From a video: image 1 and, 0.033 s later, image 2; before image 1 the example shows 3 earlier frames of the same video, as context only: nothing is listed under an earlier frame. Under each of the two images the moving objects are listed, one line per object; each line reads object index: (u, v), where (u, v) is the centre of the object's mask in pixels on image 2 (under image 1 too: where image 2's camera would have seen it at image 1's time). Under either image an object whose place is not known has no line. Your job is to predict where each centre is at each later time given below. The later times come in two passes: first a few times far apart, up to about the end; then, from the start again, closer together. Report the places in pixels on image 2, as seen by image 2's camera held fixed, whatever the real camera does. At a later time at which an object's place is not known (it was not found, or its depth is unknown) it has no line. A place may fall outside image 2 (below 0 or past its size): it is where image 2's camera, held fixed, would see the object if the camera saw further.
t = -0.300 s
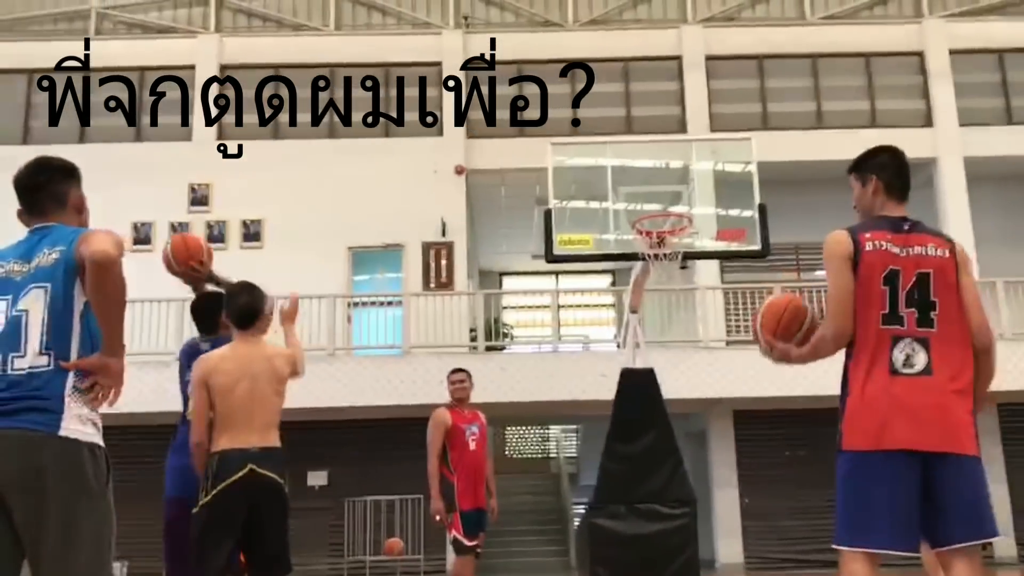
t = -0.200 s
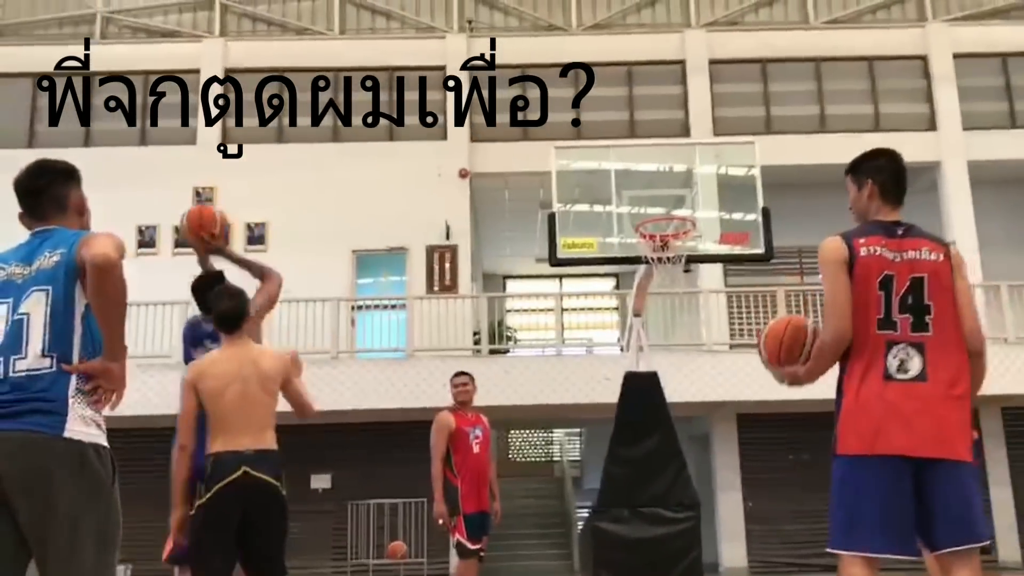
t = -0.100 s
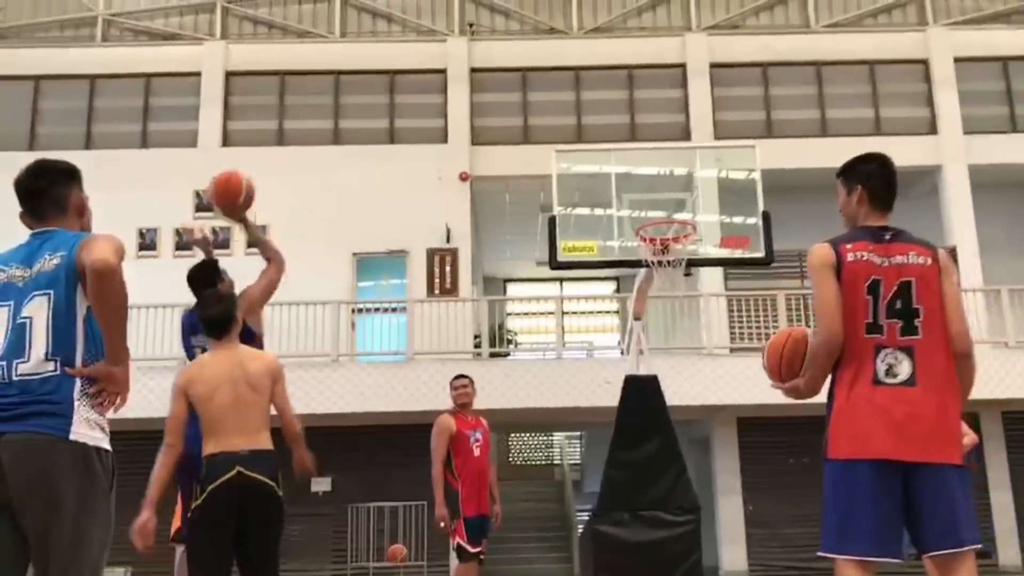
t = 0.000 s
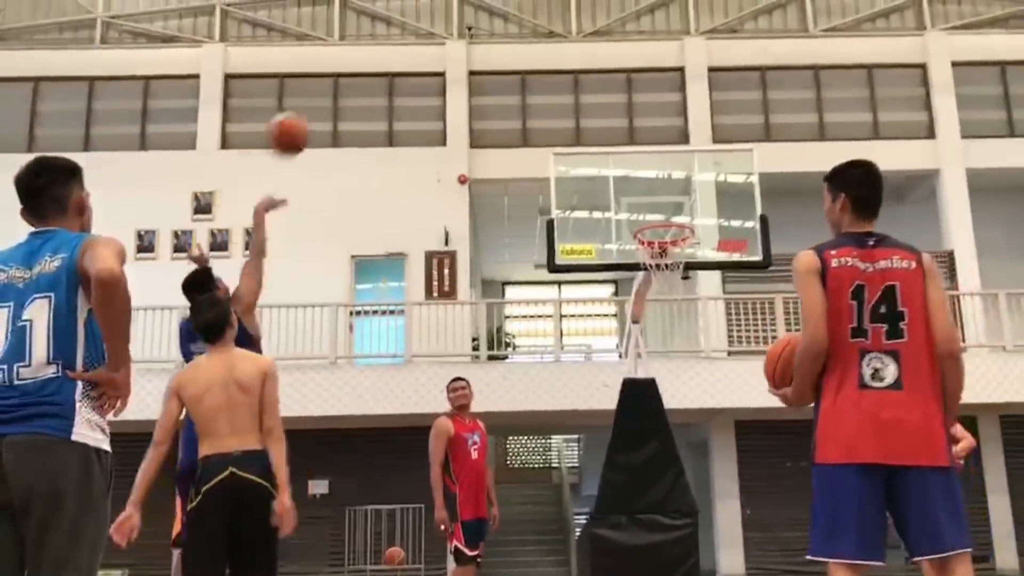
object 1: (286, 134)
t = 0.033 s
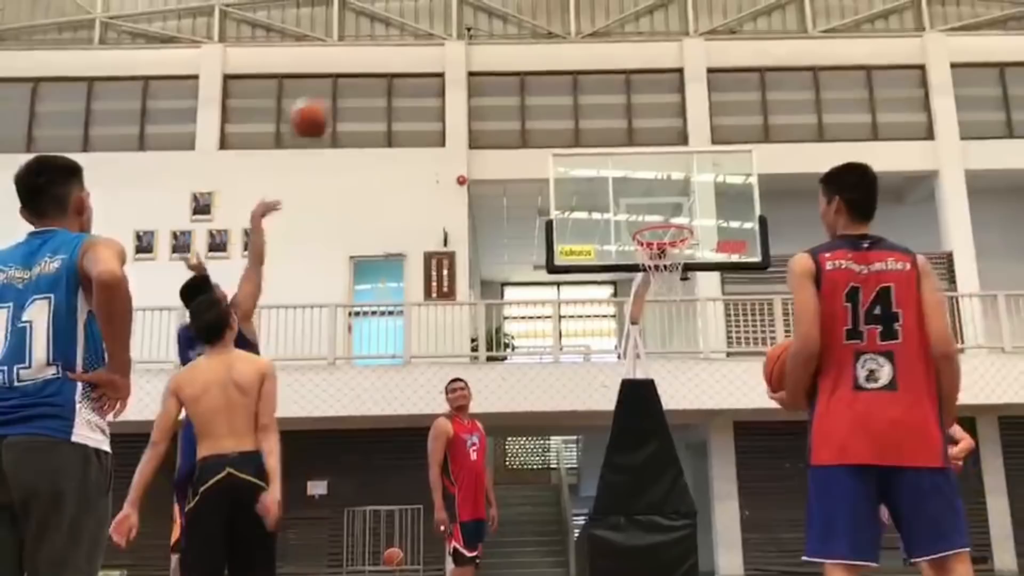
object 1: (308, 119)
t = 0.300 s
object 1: (453, 61)
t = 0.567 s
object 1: (563, 100)
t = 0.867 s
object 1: (667, 224)
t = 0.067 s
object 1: (329, 104)
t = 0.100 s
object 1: (349, 92)
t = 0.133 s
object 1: (368, 83)
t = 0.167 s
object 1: (386, 75)
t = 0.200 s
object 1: (403, 69)
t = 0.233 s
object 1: (420, 66)
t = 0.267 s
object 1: (436, 63)
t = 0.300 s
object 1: (453, 61)
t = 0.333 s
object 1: (467, 62)
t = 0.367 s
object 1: (482, 63)
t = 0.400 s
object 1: (497, 66)
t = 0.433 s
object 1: (510, 71)
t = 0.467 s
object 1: (525, 77)
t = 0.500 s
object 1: (536, 84)
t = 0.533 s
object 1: (550, 92)
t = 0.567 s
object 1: (563, 100)
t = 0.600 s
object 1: (576, 111)
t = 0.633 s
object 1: (588, 123)
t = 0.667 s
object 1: (599, 136)
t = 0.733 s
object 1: (623, 164)
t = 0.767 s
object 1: (636, 180)
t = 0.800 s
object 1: (646, 196)
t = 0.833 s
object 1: (657, 214)
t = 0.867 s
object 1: (667, 224)
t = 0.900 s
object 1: (671, 237)
